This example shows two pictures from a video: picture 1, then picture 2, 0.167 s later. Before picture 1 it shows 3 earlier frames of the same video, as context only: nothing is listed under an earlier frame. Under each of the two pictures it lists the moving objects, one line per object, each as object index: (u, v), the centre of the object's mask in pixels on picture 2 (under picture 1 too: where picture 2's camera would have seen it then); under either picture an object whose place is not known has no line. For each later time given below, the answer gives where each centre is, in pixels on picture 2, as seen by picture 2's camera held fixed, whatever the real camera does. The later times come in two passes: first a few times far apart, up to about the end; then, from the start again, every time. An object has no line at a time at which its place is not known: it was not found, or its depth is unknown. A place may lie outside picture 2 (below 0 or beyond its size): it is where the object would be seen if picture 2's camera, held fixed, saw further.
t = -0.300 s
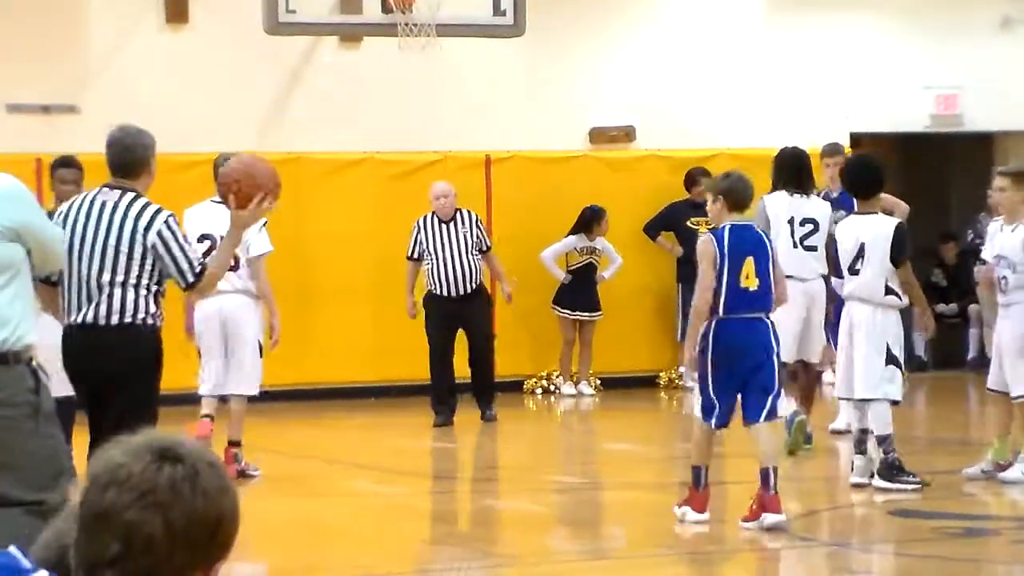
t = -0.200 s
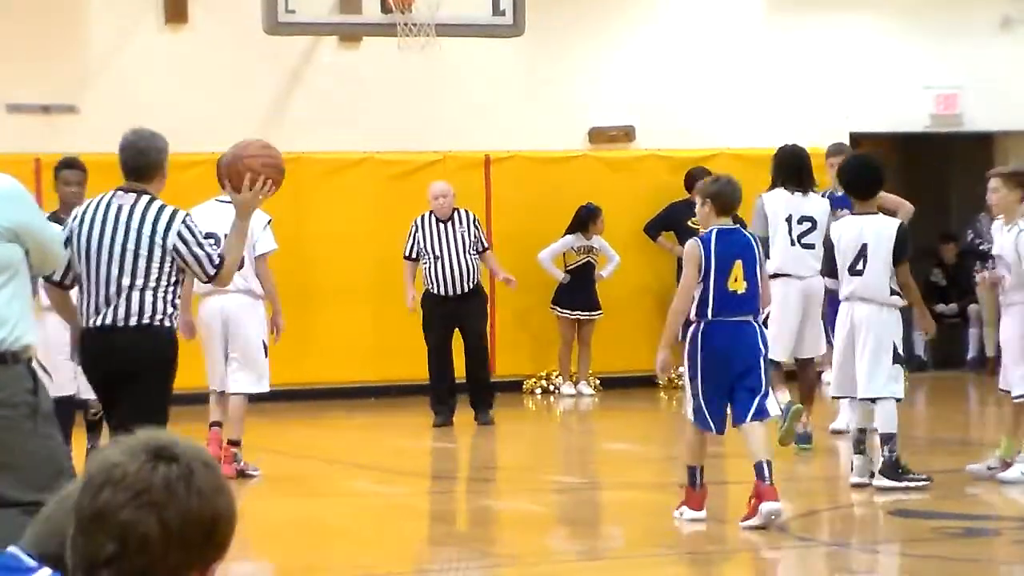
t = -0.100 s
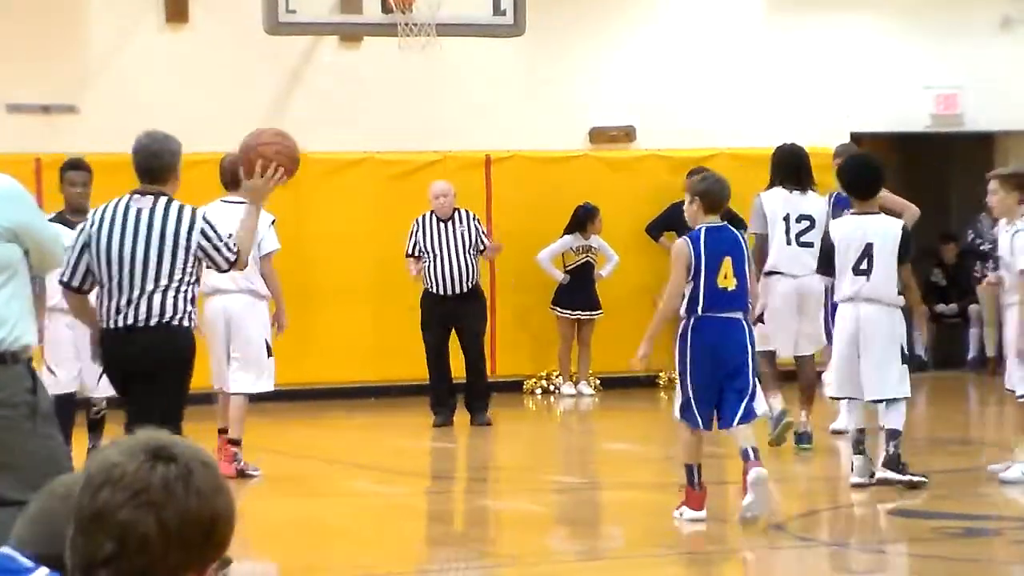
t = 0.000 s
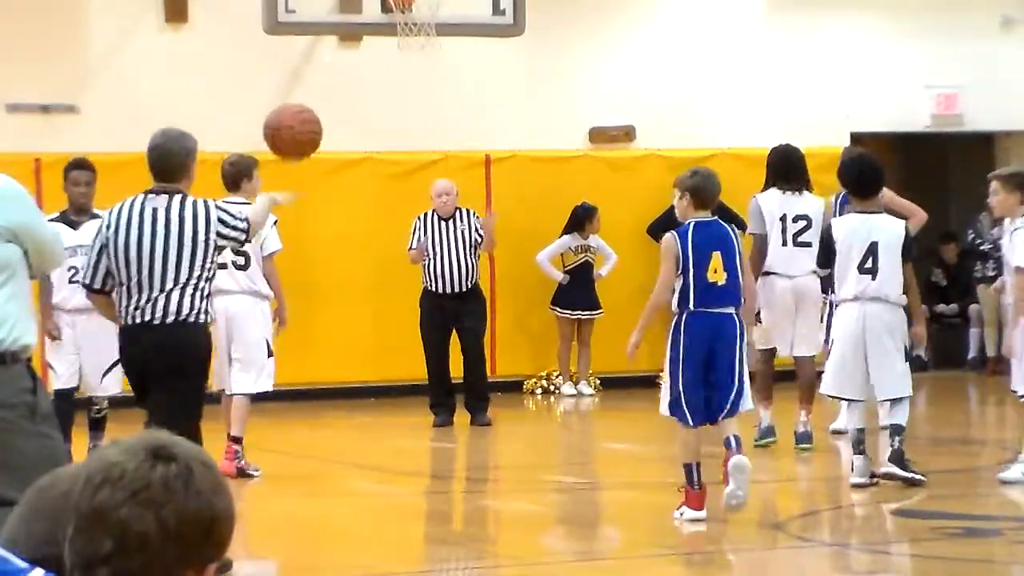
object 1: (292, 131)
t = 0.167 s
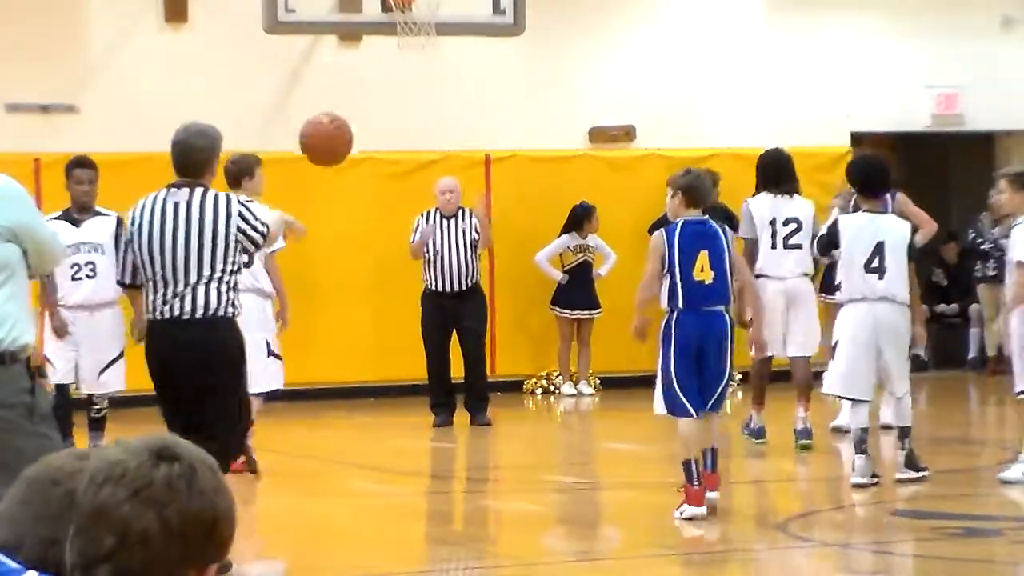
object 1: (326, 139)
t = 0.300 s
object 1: (349, 187)
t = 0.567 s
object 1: (389, 365)
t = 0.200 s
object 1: (332, 148)
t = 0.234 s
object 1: (337, 159)
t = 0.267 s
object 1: (344, 172)
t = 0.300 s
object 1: (349, 187)
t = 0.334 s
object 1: (355, 203)
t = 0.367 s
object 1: (360, 222)
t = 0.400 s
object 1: (365, 242)
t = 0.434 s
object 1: (370, 264)
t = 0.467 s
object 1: (374, 287)
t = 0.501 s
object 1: (379, 312)
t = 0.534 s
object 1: (383, 338)
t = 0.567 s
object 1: (389, 365)
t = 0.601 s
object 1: (391, 394)
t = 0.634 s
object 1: (396, 425)
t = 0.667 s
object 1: (400, 453)
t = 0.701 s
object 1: (403, 429)
